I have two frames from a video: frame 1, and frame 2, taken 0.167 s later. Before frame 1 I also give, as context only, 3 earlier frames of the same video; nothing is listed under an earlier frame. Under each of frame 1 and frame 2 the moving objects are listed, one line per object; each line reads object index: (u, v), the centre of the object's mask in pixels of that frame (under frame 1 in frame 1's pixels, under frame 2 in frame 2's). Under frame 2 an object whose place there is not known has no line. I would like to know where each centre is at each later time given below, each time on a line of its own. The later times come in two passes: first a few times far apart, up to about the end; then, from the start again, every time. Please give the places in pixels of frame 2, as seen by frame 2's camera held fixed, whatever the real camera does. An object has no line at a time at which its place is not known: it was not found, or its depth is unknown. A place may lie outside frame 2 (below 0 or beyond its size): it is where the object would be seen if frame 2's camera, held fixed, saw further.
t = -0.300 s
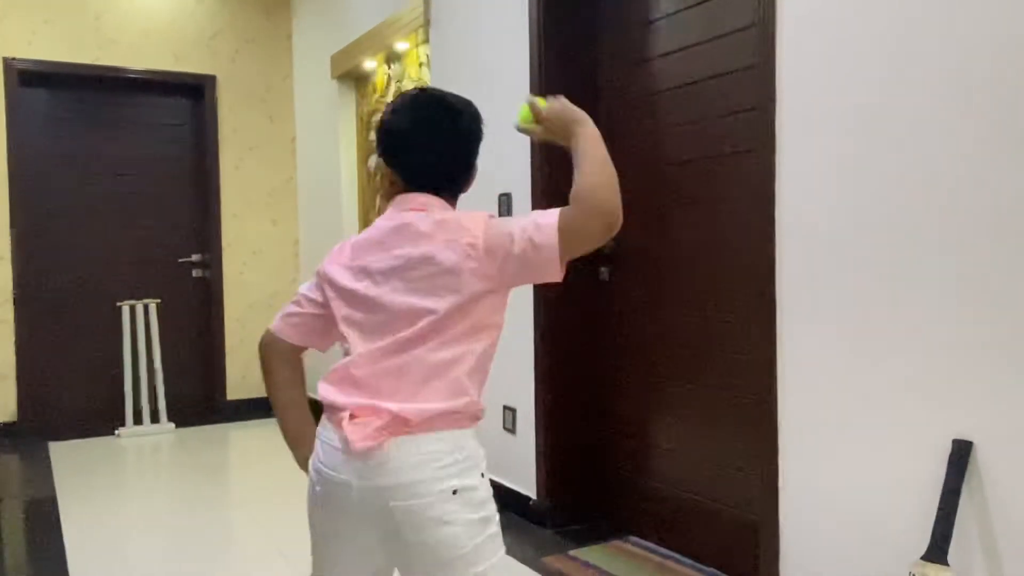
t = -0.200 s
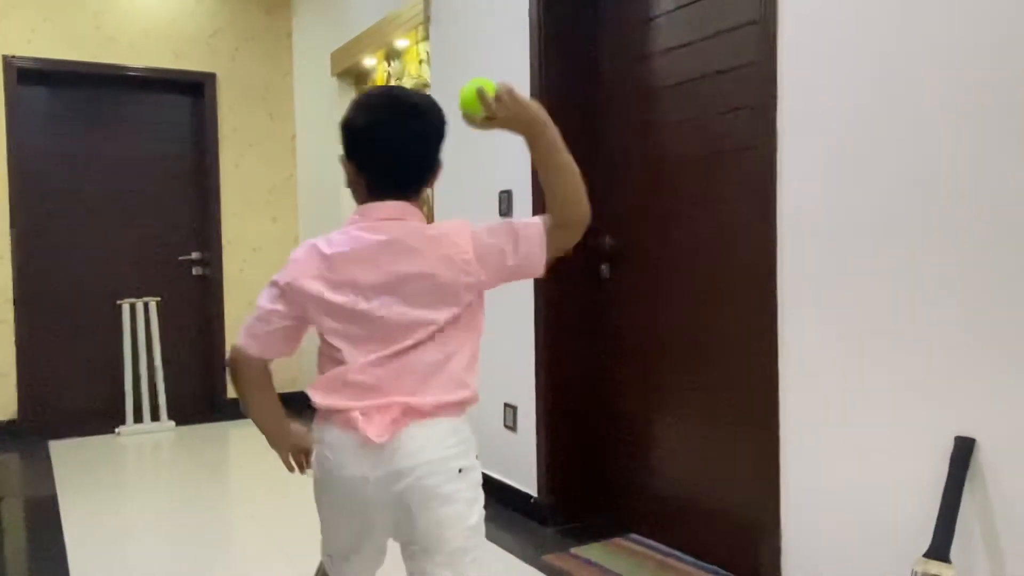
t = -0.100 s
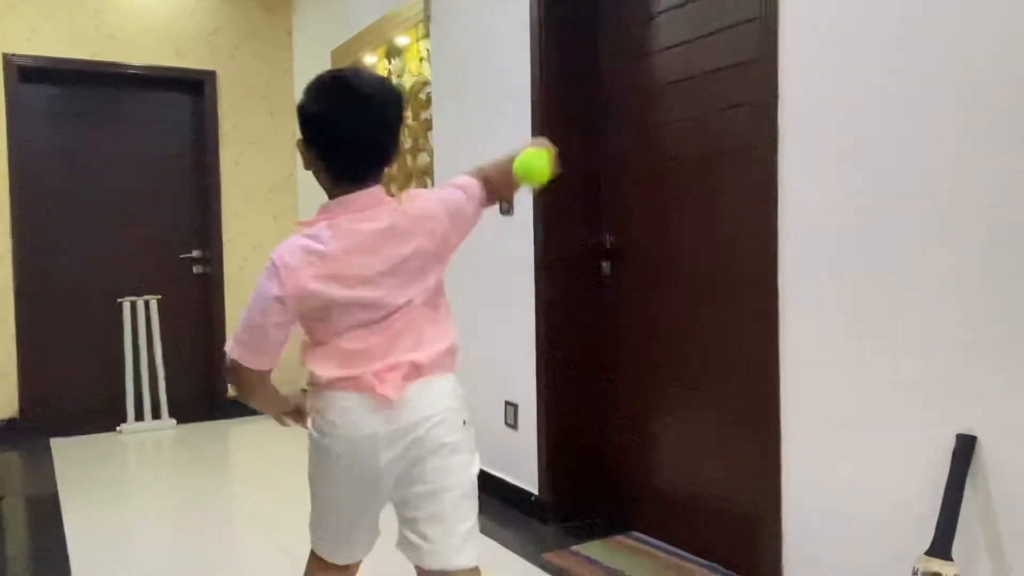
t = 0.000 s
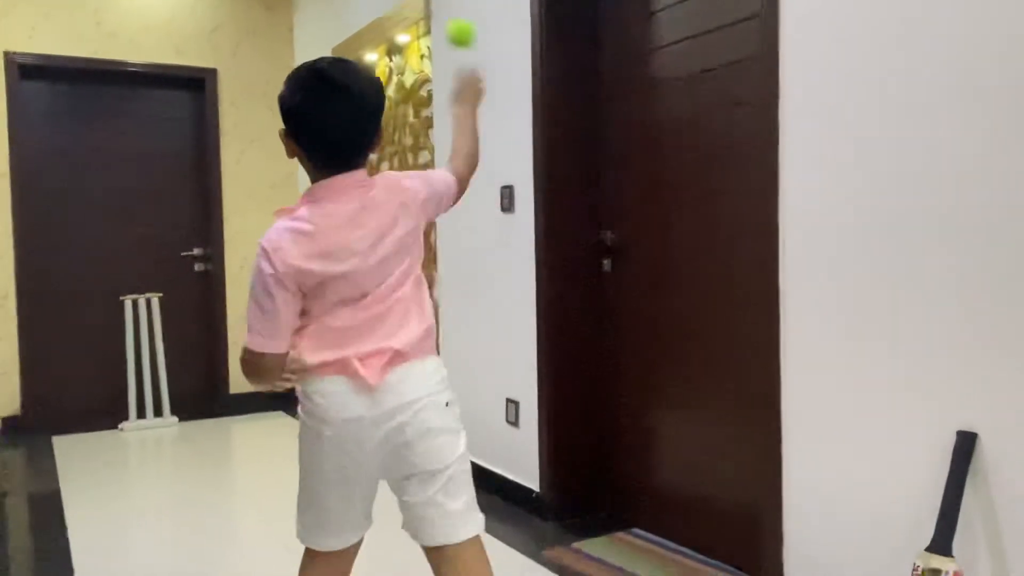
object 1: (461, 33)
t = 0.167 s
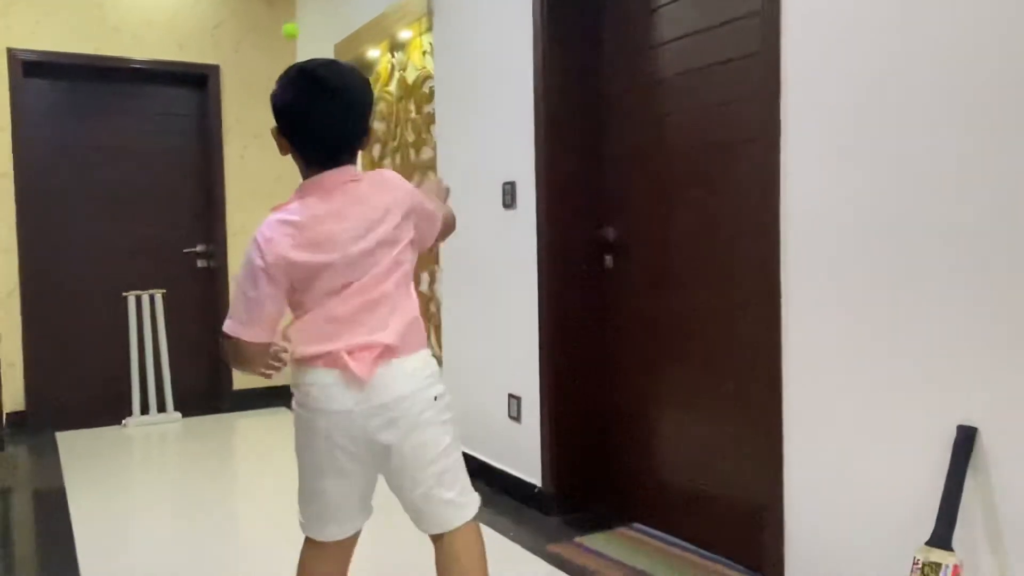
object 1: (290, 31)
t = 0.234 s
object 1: (256, 49)
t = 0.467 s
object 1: (205, 123)
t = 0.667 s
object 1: (265, 187)
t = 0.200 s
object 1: (271, 39)
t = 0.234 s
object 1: (256, 49)
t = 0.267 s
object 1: (241, 60)
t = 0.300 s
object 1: (228, 71)
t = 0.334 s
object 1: (217, 84)
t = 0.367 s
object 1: (209, 97)
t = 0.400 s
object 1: (200, 110)
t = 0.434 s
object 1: (196, 121)
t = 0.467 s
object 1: (205, 123)
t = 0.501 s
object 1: (213, 128)
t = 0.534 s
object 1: (222, 134)
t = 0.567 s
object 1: (232, 144)
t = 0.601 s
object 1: (243, 156)
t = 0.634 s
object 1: (254, 170)
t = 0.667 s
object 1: (265, 187)
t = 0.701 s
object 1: (280, 210)
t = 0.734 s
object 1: (292, 234)
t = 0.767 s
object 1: (305, 263)
